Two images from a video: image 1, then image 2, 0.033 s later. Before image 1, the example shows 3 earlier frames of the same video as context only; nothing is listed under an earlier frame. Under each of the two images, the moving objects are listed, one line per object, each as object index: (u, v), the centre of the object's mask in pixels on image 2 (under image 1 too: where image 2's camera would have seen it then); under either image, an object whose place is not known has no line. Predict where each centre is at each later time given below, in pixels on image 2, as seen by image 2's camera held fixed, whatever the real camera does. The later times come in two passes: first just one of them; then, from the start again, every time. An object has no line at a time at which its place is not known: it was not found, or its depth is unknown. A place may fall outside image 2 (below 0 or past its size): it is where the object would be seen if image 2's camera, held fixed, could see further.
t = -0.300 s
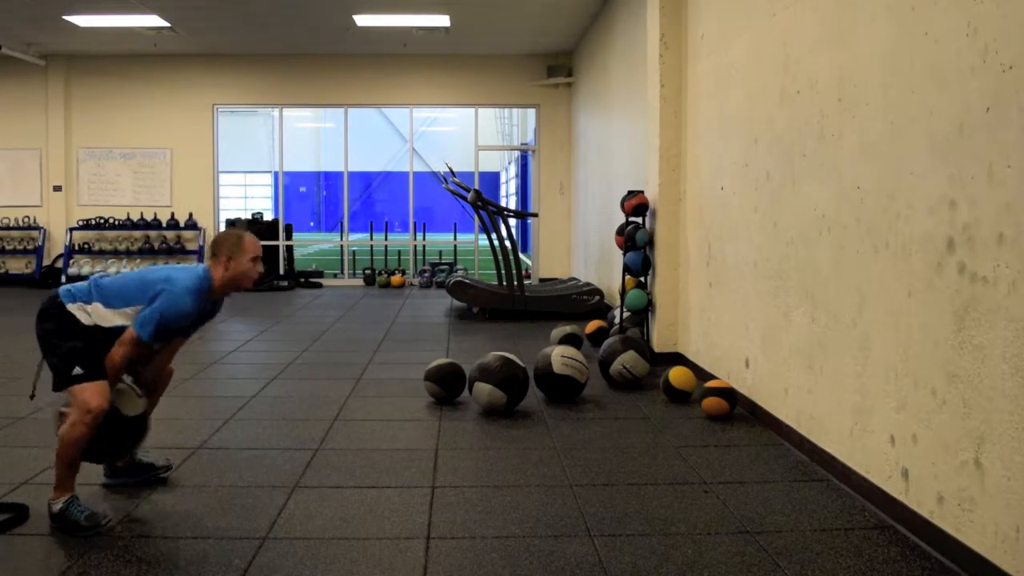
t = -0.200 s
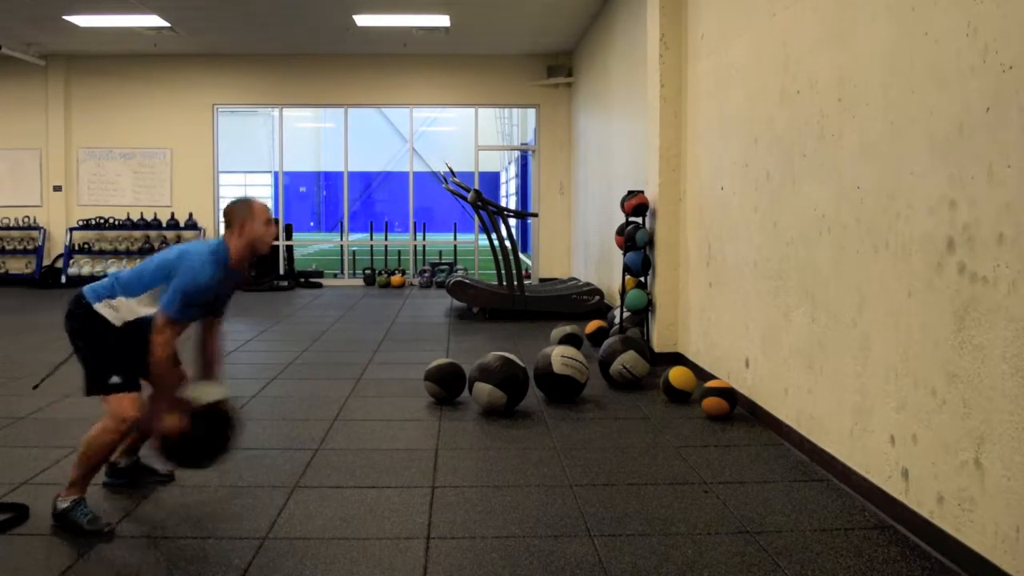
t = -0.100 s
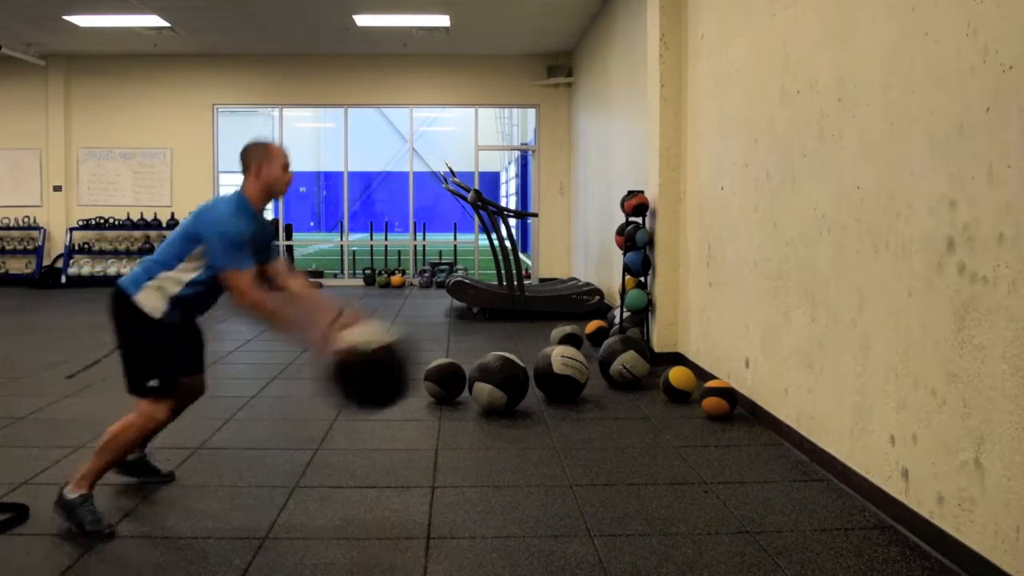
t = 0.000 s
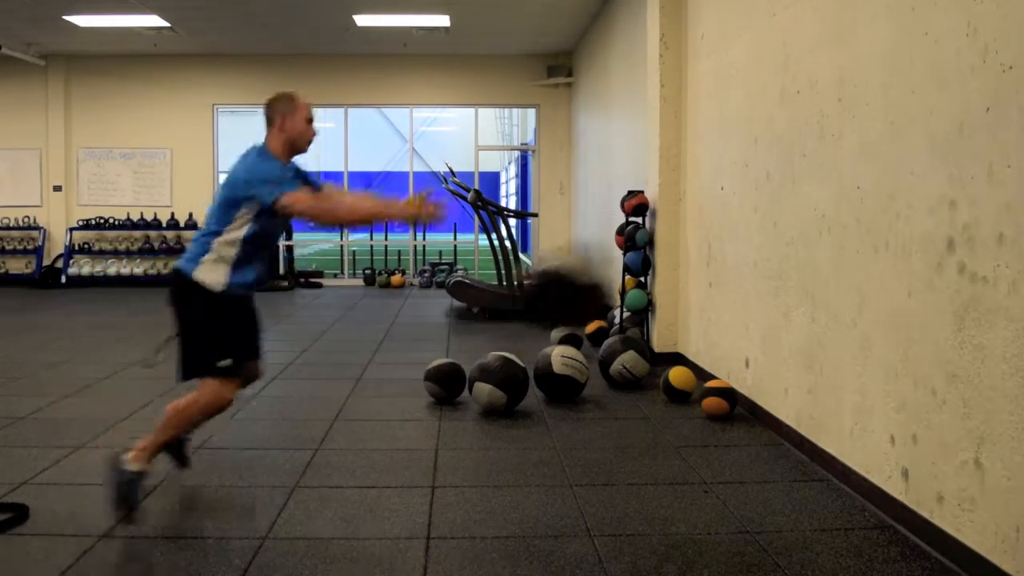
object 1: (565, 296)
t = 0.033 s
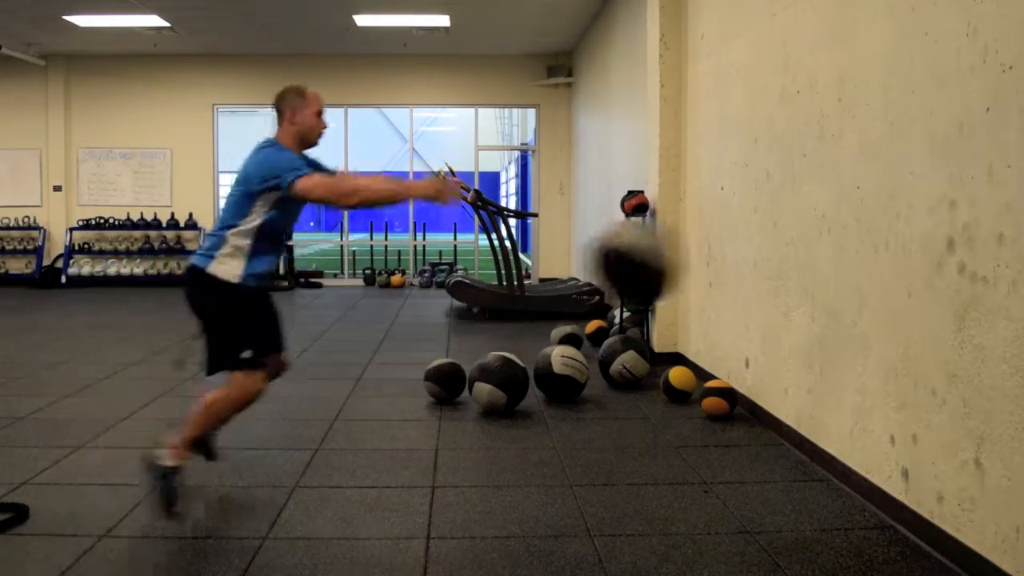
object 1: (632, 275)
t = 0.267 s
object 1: (730, 204)
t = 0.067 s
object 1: (696, 255)
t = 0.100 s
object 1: (756, 232)
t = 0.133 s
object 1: (819, 217)
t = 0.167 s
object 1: (825, 207)
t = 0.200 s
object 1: (794, 203)
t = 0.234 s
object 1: (763, 202)
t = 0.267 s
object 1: (730, 204)
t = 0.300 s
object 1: (697, 208)
